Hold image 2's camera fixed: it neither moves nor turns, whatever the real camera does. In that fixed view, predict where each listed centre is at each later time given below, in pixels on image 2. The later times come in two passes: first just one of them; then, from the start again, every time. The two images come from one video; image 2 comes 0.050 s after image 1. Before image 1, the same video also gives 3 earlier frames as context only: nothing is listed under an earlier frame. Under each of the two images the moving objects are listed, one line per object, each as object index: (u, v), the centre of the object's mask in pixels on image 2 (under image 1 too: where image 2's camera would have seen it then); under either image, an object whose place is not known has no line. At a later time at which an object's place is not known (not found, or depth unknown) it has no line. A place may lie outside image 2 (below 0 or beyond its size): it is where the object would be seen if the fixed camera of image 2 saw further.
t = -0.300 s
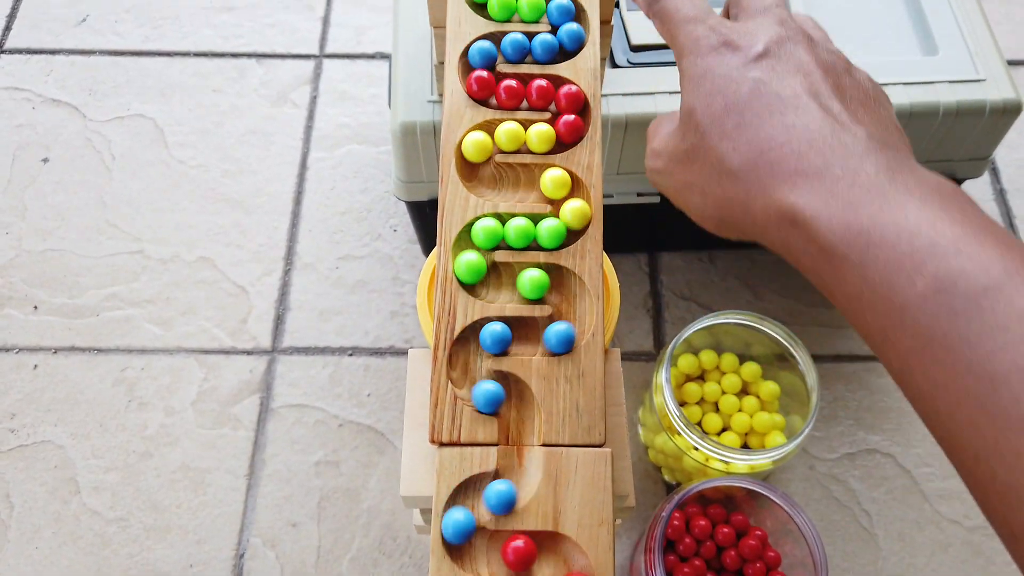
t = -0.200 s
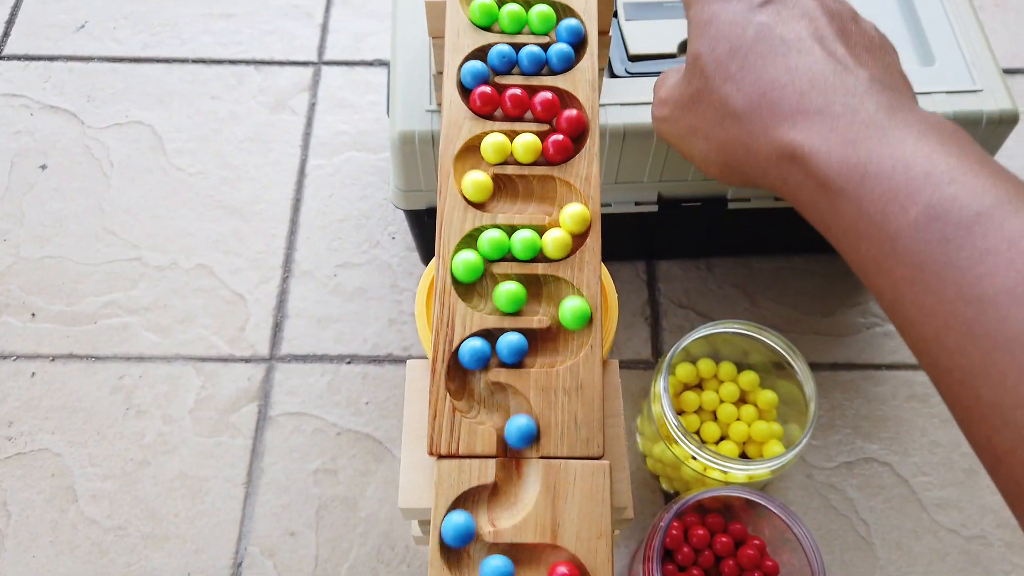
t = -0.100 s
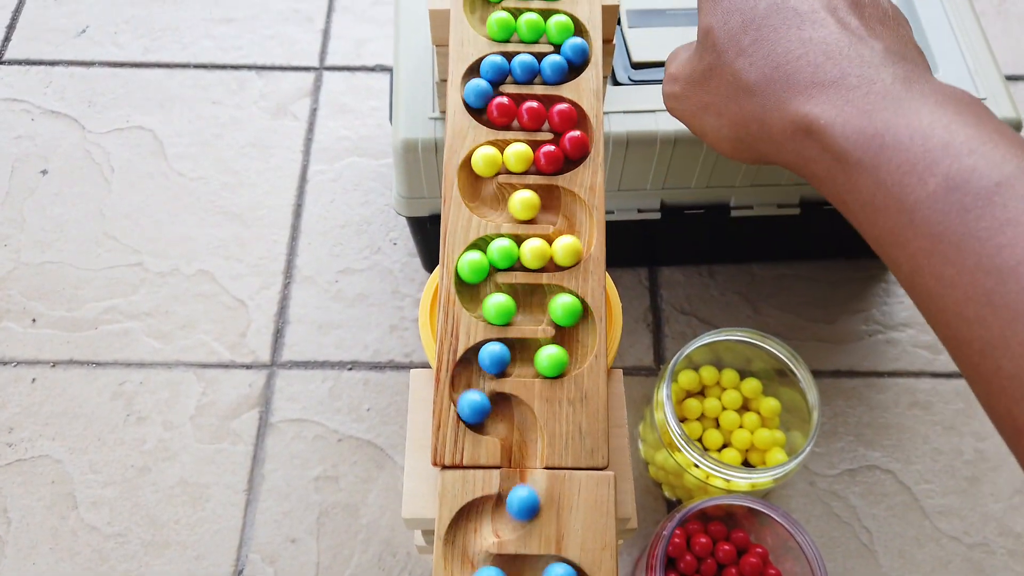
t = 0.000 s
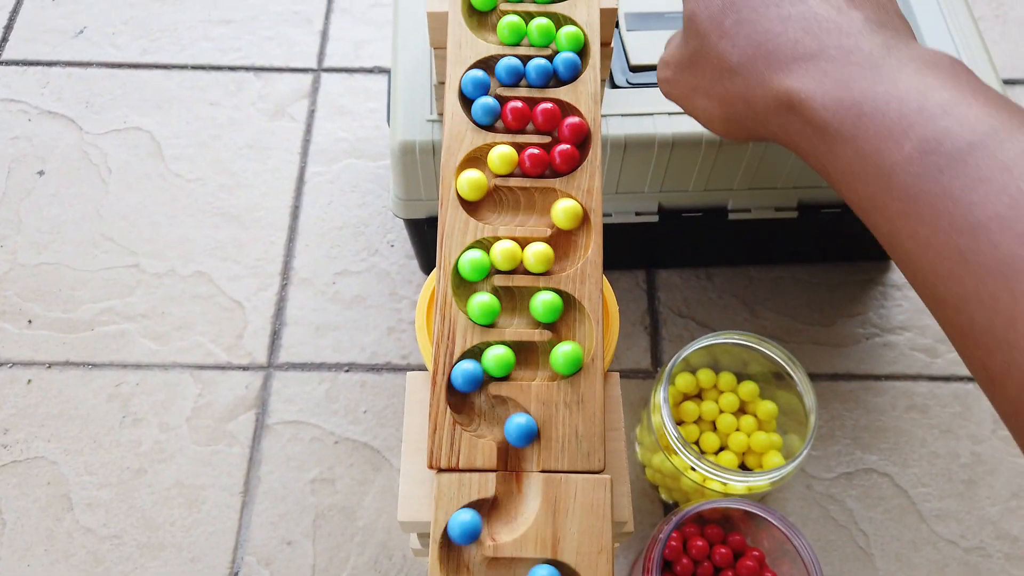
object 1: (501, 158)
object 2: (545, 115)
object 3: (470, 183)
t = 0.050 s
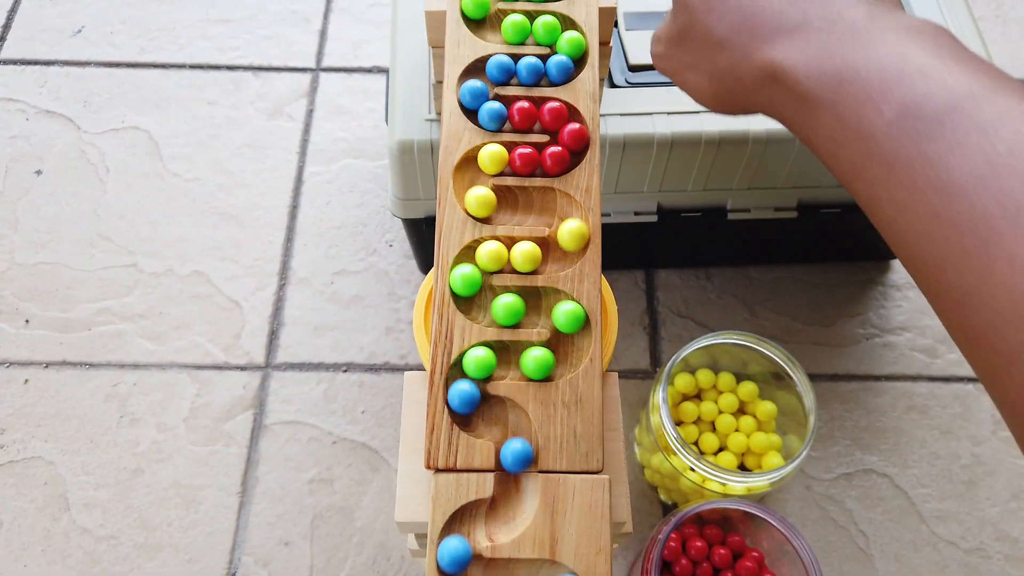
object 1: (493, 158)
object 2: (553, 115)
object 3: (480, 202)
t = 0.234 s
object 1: (472, 189)
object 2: (572, 138)
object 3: (562, 212)
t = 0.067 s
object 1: (490, 159)
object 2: (556, 116)
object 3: (486, 206)
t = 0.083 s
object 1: (487, 160)
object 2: (559, 117)
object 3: (494, 209)
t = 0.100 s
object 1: (484, 160)
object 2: (562, 118)
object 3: (501, 209)
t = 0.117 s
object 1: (481, 162)
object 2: (566, 120)
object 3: (508, 208)
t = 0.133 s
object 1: (478, 164)
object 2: (568, 122)
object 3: (516, 206)
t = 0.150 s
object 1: (475, 166)
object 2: (570, 124)
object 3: (524, 204)
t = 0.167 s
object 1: (472, 170)
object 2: (571, 126)
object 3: (531, 203)
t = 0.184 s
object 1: (469, 174)
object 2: (571, 129)
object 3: (539, 203)
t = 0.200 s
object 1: (469, 178)
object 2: (572, 132)
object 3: (546, 205)
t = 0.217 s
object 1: (470, 183)
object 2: (572, 135)
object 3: (554, 208)
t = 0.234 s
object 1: (472, 189)
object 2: (572, 138)
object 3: (562, 212)
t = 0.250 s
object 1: (475, 196)
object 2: (573, 142)
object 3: (569, 216)
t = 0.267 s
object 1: (480, 202)
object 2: (573, 145)
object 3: (573, 222)
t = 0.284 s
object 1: (486, 206)
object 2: (571, 147)
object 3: (573, 230)
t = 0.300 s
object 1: (494, 209)
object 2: (569, 150)
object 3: (571, 239)
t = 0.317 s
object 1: (501, 209)
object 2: (567, 152)
